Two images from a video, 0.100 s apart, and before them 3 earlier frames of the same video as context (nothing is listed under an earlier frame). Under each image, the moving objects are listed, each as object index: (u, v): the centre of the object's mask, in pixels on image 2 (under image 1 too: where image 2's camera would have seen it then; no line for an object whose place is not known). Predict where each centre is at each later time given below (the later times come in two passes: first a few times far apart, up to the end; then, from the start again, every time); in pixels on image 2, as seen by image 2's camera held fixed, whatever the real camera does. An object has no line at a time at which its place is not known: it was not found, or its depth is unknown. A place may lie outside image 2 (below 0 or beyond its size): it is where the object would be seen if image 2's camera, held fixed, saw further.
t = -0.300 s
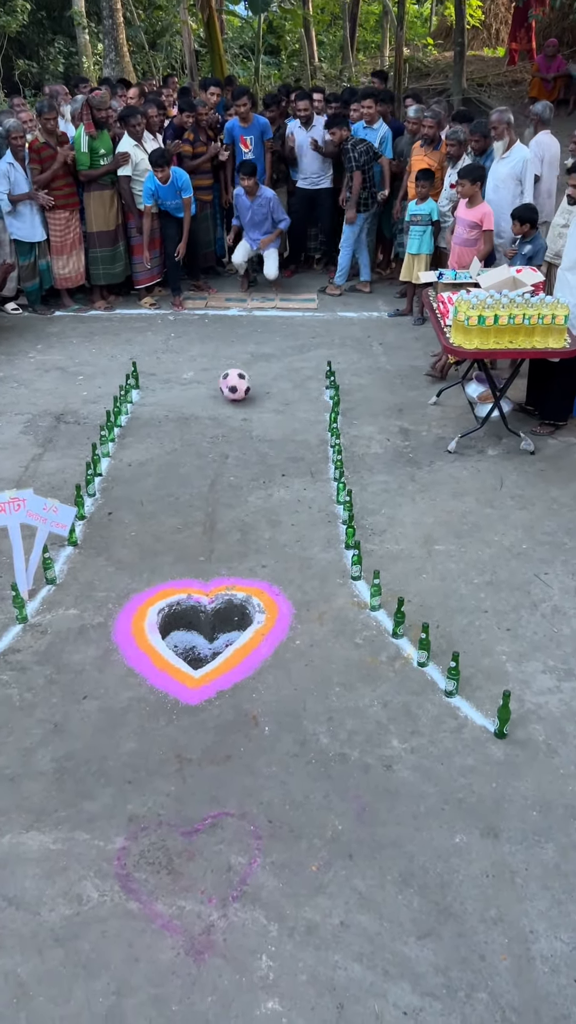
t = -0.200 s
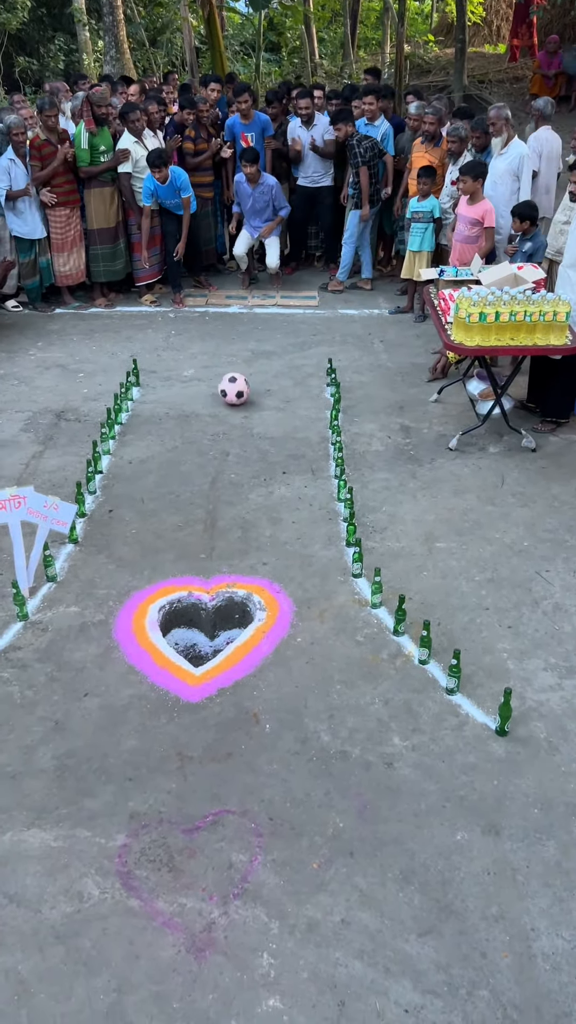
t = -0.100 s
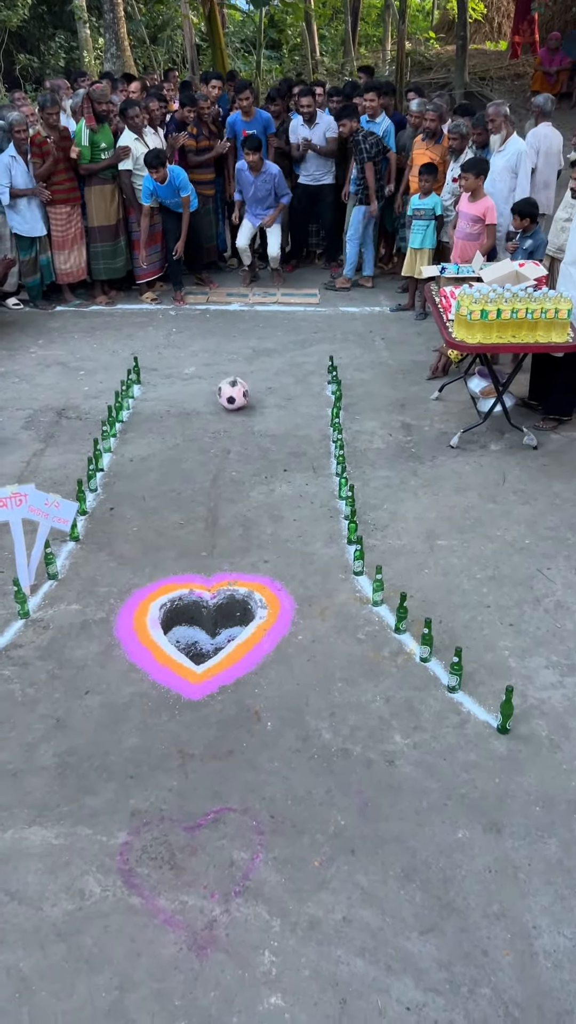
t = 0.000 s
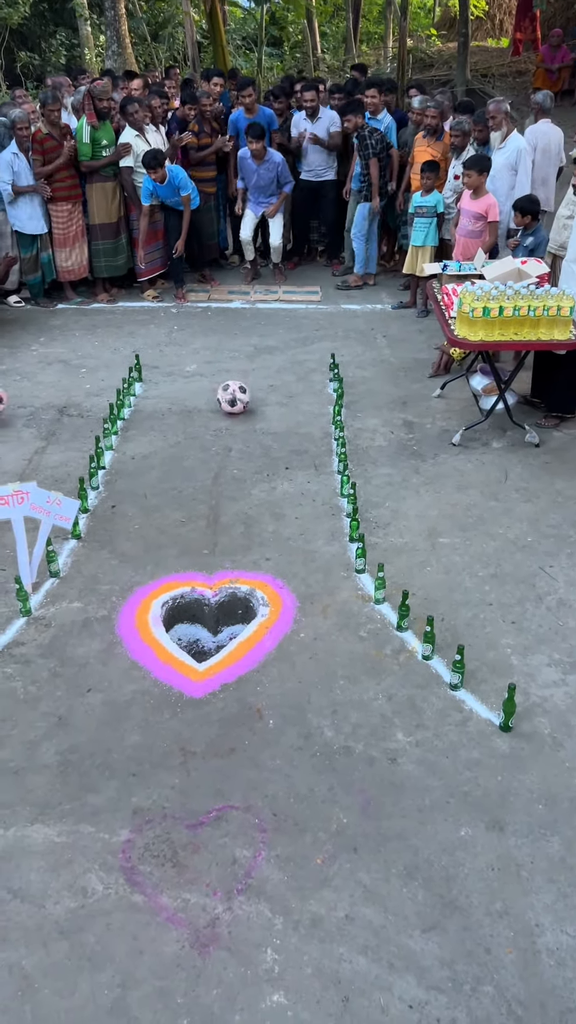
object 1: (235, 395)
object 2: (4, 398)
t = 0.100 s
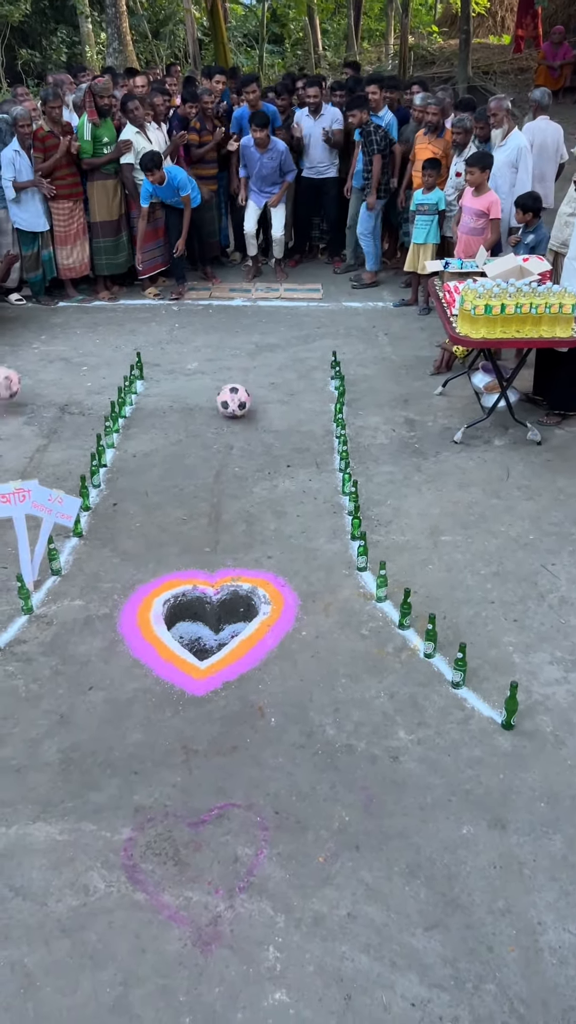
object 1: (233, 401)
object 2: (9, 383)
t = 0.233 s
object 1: (231, 409)
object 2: (18, 360)
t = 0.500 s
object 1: (224, 428)
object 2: (47, 337)
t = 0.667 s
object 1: (219, 440)
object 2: (62, 334)
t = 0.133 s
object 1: (233, 403)
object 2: (10, 375)
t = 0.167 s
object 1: (232, 405)
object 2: (12, 369)
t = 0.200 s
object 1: (231, 406)
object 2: (14, 364)
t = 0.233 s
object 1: (231, 409)
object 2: (18, 360)
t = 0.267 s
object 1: (230, 412)
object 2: (22, 358)
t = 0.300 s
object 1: (229, 414)
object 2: (27, 358)
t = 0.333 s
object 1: (228, 417)
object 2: (31, 359)
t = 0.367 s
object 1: (227, 419)
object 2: (36, 362)
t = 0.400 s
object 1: (227, 422)
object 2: (39, 355)
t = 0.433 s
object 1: (226, 424)
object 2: (41, 347)
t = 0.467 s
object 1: (225, 426)
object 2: (44, 342)
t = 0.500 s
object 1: (224, 428)
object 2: (47, 337)
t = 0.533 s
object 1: (223, 431)
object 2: (50, 333)
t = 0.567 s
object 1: (222, 433)
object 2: (52, 332)
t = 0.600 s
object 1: (221, 435)
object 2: (56, 331)
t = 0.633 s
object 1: (220, 438)
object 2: (59, 332)
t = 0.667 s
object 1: (219, 440)
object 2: (62, 334)
